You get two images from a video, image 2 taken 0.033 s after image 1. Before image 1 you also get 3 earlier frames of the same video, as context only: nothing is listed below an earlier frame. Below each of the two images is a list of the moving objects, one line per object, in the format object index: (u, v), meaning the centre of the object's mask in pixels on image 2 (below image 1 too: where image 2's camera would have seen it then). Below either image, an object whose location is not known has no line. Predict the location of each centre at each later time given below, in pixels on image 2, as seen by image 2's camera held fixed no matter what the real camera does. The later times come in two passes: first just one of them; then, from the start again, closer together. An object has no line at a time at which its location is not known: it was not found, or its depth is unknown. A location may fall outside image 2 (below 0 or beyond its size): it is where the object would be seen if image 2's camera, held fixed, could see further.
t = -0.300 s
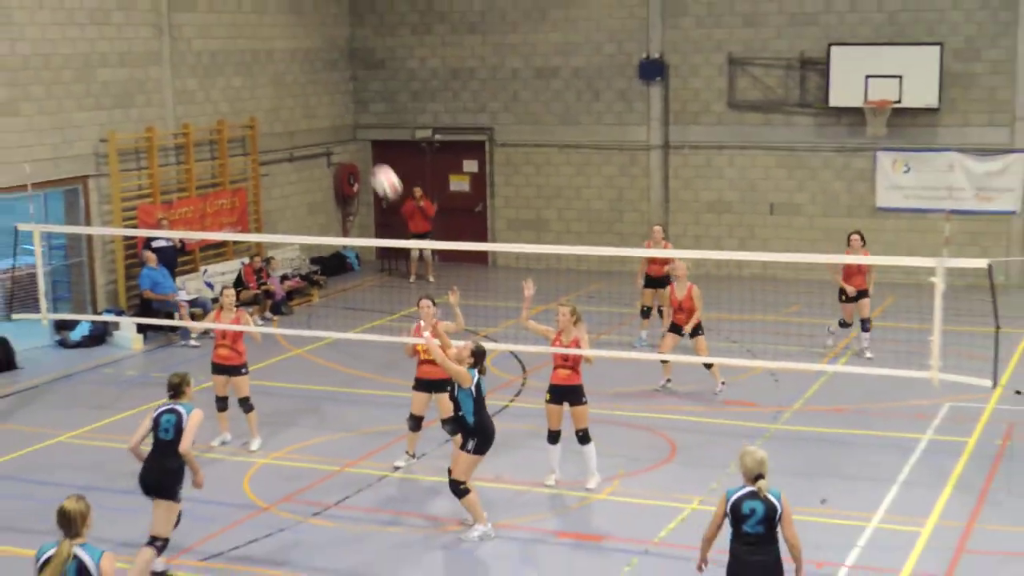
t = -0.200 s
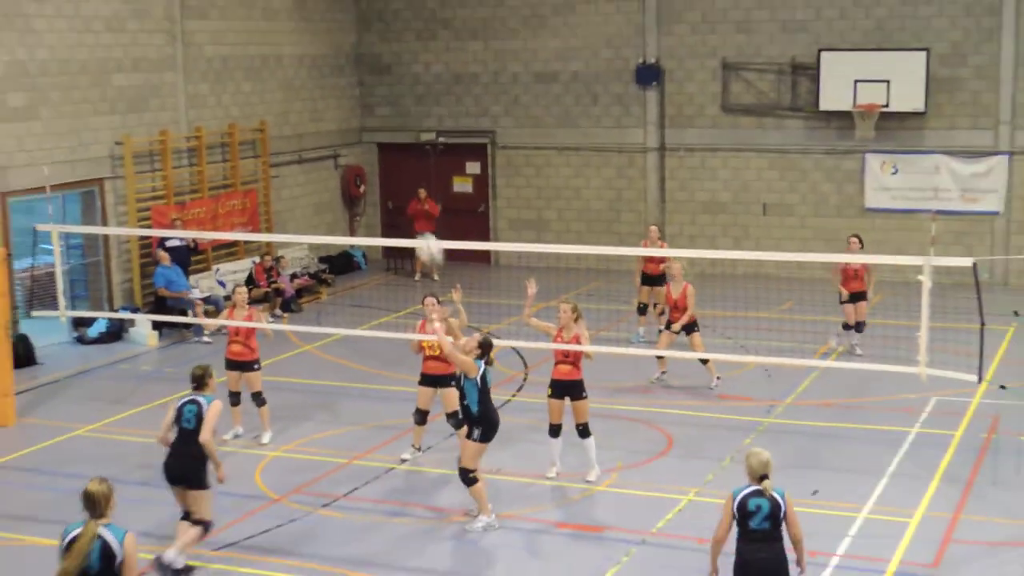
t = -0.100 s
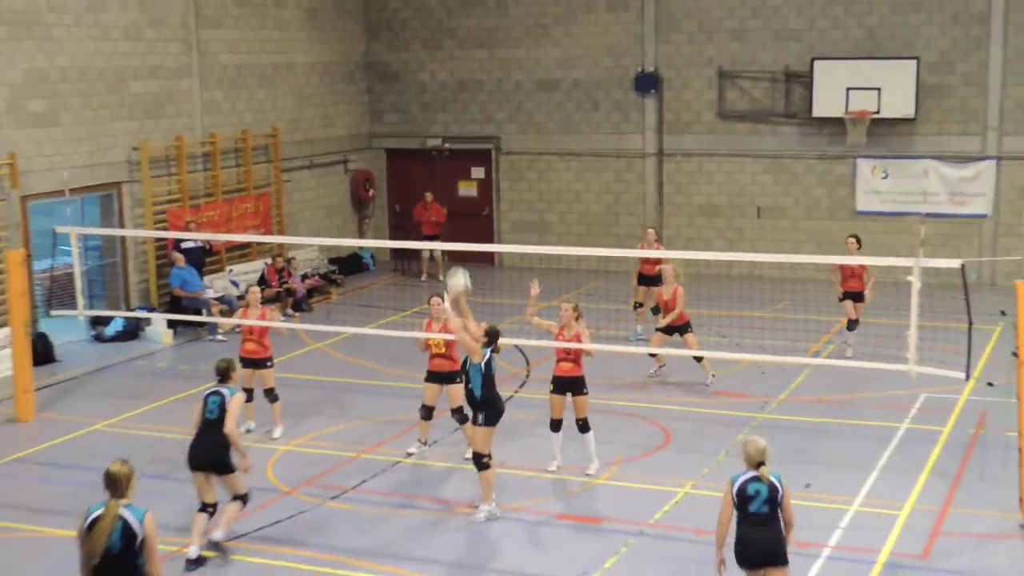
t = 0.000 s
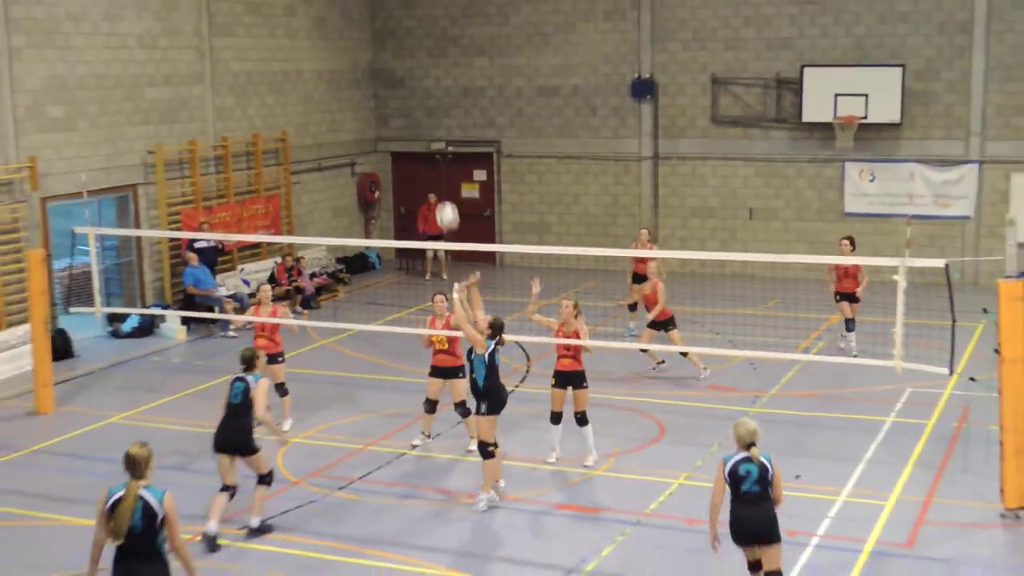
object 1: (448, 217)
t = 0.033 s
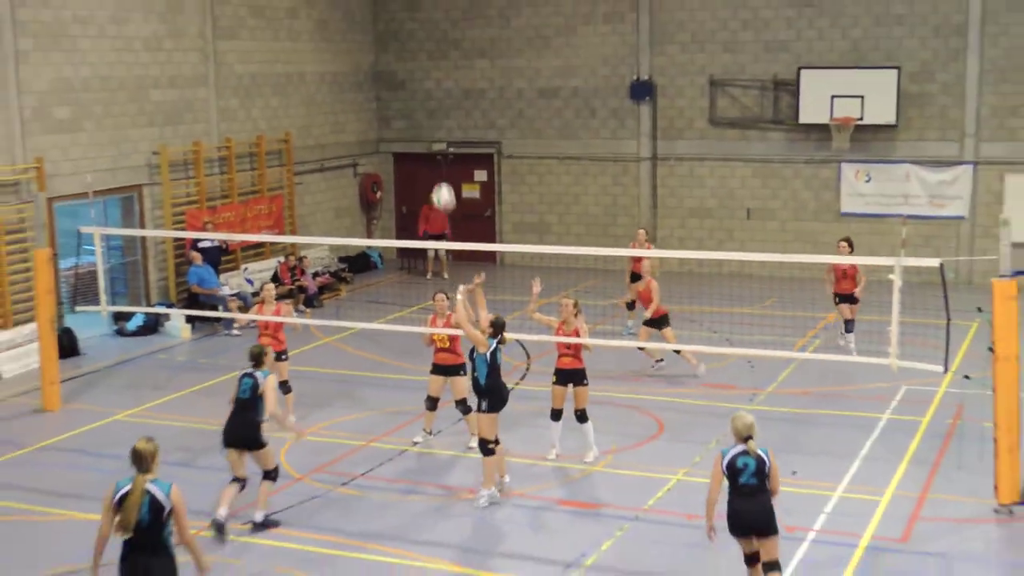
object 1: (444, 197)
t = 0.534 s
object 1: (382, 60)
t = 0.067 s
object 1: (439, 179)
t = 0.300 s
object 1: (409, 91)
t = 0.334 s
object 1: (405, 83)
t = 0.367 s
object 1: (401, 75)
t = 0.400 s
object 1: (397, 69)
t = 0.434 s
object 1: (393, 65)
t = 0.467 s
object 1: (389, 62)
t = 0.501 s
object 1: (384, 60)
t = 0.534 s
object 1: (382, 60)
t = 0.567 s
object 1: (378, 60)
